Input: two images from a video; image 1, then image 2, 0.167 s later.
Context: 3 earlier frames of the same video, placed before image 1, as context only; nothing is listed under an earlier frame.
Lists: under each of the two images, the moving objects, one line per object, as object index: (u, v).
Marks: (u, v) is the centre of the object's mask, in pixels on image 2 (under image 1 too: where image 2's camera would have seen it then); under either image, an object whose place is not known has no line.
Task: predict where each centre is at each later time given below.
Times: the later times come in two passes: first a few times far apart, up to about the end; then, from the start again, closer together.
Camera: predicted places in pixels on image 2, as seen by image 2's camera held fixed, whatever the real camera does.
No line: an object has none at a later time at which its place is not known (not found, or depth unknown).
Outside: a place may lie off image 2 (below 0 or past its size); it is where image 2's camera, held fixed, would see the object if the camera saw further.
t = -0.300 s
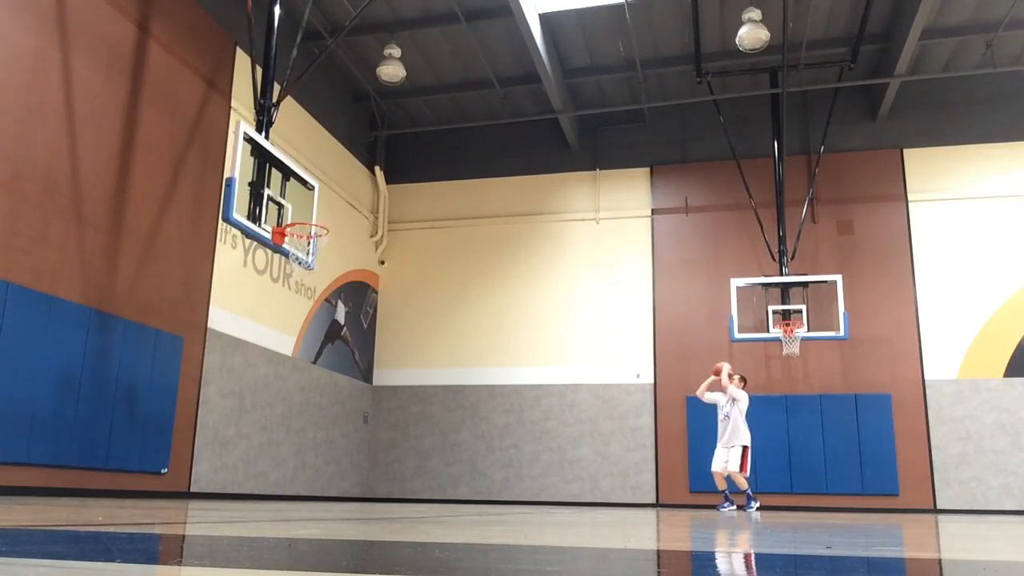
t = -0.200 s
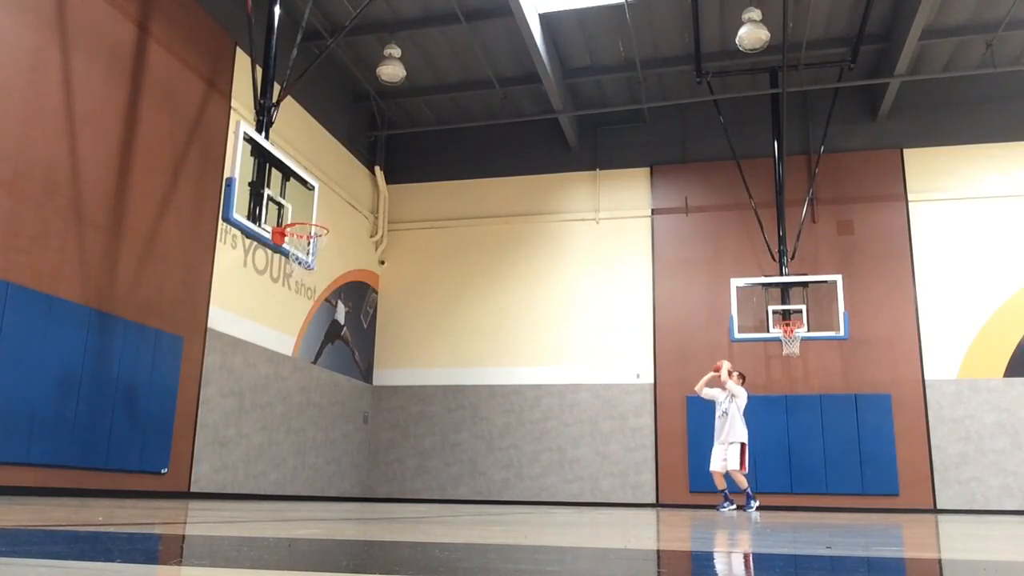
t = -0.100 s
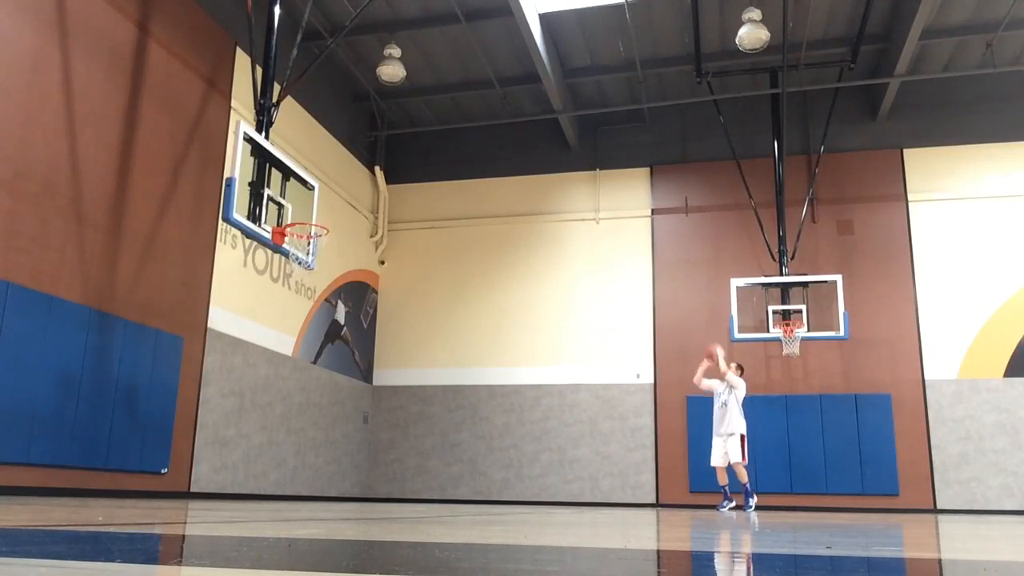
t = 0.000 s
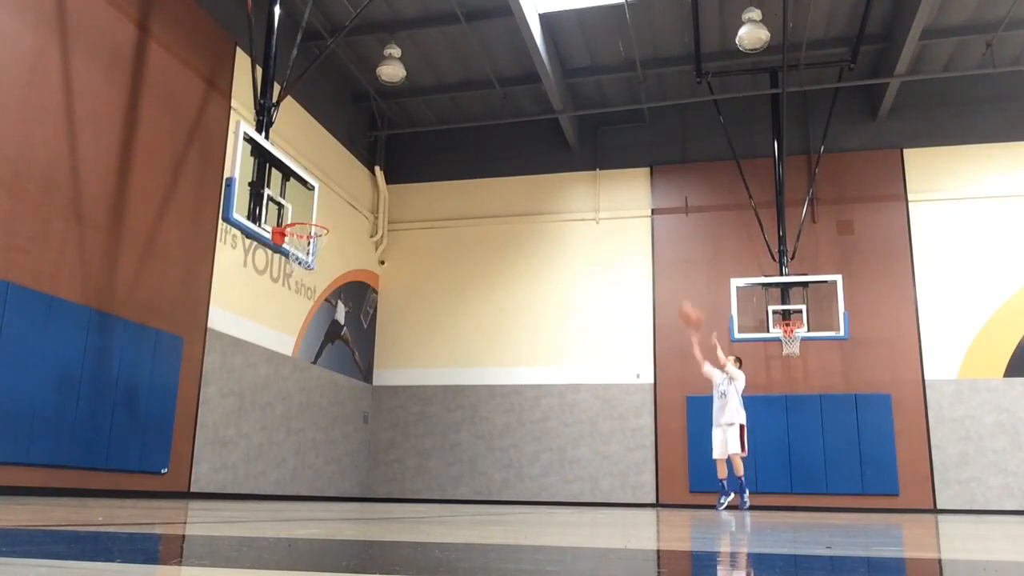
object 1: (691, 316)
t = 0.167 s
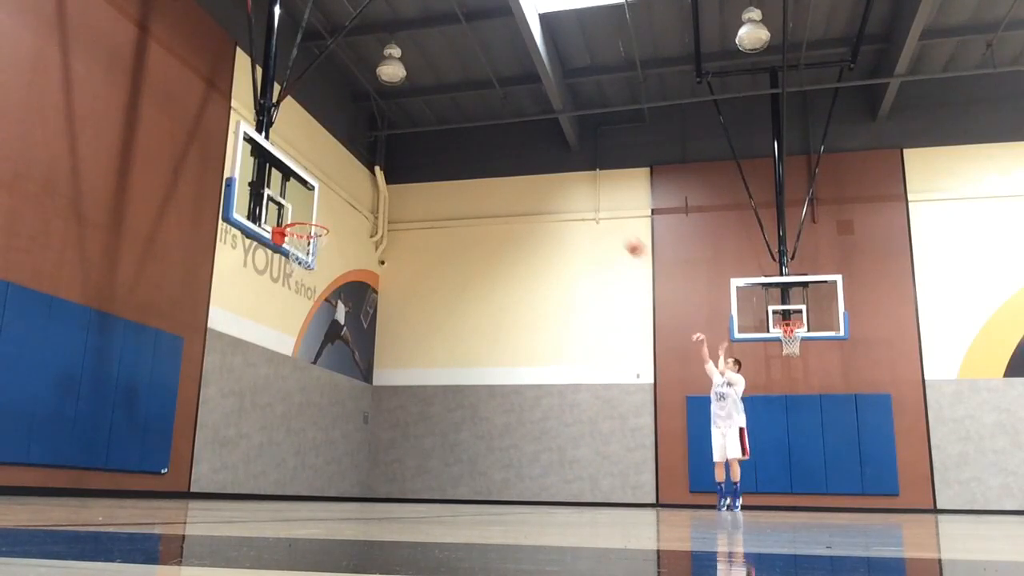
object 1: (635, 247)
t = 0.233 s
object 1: (613, 226)
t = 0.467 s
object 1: (535, 171)
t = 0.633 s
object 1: (477, 159)
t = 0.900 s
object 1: (379, 178)
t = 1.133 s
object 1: (296, 241)
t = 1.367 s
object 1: (290, 300)
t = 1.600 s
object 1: (283, 414)
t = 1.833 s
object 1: (299, 425)
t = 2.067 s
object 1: (333, 346)
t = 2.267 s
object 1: (359, 321)
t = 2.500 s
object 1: (387, 343)
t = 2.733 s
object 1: (413, 427)
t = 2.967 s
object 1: (443, 441)
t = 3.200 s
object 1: (474, 388)
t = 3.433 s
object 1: (503, 395)
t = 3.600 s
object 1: (525, 438)
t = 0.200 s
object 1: (624, 237)
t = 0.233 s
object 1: (613, 226)
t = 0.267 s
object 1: (600, 215)
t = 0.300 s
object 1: (591, 207)
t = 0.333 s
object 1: (579, 198)
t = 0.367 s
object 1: (568, 189)
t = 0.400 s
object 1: (557, 183)
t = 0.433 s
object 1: (545, 177)
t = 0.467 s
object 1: (535, 171)
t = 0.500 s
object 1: (523, 167)
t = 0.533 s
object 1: (512, 164)
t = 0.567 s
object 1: (500, 162)
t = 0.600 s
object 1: (489, 160)
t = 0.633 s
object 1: (477, 159)
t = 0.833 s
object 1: (404, 169)
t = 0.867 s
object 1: (393, 172)
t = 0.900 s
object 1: (379, 178)
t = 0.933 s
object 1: (365, 186)
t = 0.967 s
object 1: (353, 194)
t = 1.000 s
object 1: (338, 203)
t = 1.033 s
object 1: (327, 212)
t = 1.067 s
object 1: (313, 221)
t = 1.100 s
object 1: (298, 238)
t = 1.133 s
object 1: (296, 241)
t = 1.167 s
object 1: (294, 245)
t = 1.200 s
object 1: (290, 256)
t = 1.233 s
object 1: (291, 263)
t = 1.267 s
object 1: (291, 269)
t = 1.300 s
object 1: (291, 278)
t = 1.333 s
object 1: (291, 288)
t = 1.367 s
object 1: (290, 300)
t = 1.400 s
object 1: (290, 312)
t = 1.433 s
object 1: (288, 325)
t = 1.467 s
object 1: (286, 338)
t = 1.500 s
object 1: (287, 356)
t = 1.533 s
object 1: (285, 373)
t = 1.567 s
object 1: (285, 392)
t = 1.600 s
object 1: (283, 414)
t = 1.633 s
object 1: (282, 435)
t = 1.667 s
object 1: (281, 461)
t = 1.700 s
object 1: (278, 483)
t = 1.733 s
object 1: (283, 475)
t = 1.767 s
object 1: (288, 457)
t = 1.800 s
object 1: (294, 440)
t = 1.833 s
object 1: (299, 425)
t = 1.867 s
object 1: (304, 410)
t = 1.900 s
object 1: (309, 395)
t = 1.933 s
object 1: (314, 383)
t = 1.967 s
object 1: (319, 372)
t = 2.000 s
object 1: (324, 362)
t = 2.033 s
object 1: (329, 354)
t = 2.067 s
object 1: (333, 346)
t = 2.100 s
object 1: (338, 339)
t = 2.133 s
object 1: (343, 333)
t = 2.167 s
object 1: (347, 329)
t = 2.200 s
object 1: (351, 325)
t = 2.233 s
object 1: (356, 322)
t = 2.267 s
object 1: (359, 321)
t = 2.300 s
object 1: (363, 321)
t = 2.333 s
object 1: (367, 321)
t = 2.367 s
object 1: (371, 323)
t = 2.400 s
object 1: (375, 326)
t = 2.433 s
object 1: (379, 330)
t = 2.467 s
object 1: (383, 336)
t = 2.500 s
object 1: (387, 343)
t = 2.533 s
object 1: (390, 351)
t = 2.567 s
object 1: (394, 360)
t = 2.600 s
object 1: (398, 371)
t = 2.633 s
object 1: (403, 384)
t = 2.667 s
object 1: (407, 398)
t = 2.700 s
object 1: (410, 411)
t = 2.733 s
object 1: (413, 427)
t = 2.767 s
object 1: (417, 444)
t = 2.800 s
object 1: (421, 464)
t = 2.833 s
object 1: (425, 483)
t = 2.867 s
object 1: (429, 483)
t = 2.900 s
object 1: (434, 468)
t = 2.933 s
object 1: (438, 454)
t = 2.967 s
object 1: (443, 441)
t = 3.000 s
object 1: (448, 430)
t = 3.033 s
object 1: (453, 421)
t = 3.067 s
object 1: (457, 412)
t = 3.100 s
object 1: (461, 405)
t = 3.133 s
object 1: (465, 398)
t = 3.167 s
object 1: (470, 392)
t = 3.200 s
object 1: (474, 388)
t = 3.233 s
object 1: (478, 386)
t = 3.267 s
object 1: (482, 385)
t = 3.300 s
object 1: (486, 384)
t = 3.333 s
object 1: (490, 385)
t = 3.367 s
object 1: (495, 387)
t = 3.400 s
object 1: (499, 390)
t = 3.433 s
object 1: (503, 395)
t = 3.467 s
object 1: (508, 400)
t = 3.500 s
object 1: (512, 408)
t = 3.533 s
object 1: (516, 417)
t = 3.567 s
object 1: (521, 427)
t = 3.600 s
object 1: (525, 438)
